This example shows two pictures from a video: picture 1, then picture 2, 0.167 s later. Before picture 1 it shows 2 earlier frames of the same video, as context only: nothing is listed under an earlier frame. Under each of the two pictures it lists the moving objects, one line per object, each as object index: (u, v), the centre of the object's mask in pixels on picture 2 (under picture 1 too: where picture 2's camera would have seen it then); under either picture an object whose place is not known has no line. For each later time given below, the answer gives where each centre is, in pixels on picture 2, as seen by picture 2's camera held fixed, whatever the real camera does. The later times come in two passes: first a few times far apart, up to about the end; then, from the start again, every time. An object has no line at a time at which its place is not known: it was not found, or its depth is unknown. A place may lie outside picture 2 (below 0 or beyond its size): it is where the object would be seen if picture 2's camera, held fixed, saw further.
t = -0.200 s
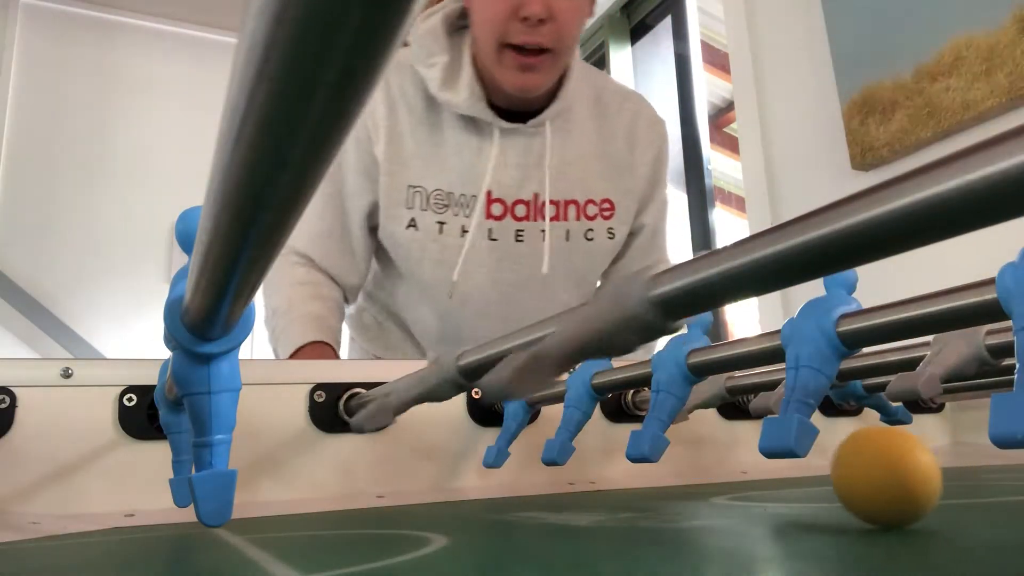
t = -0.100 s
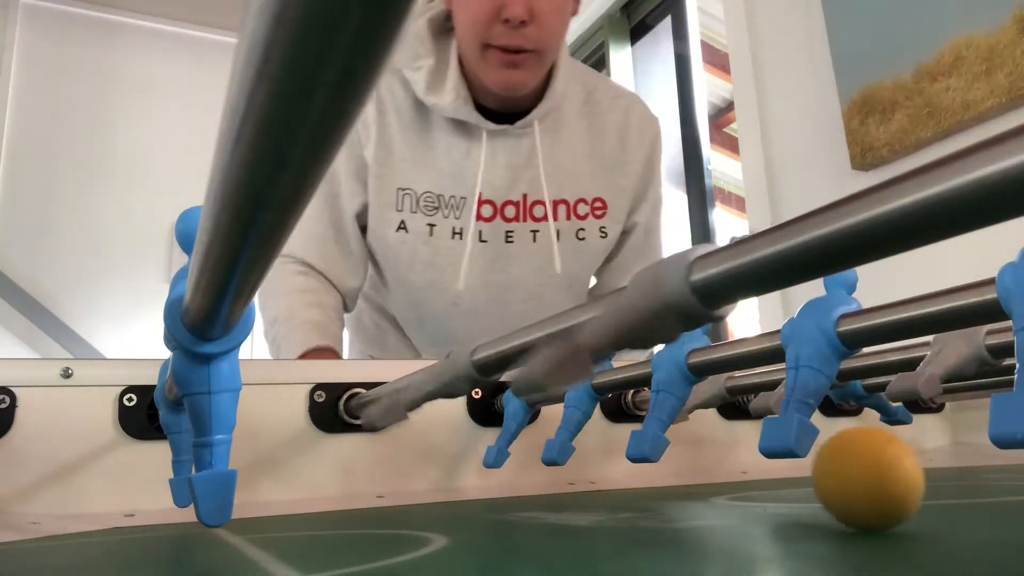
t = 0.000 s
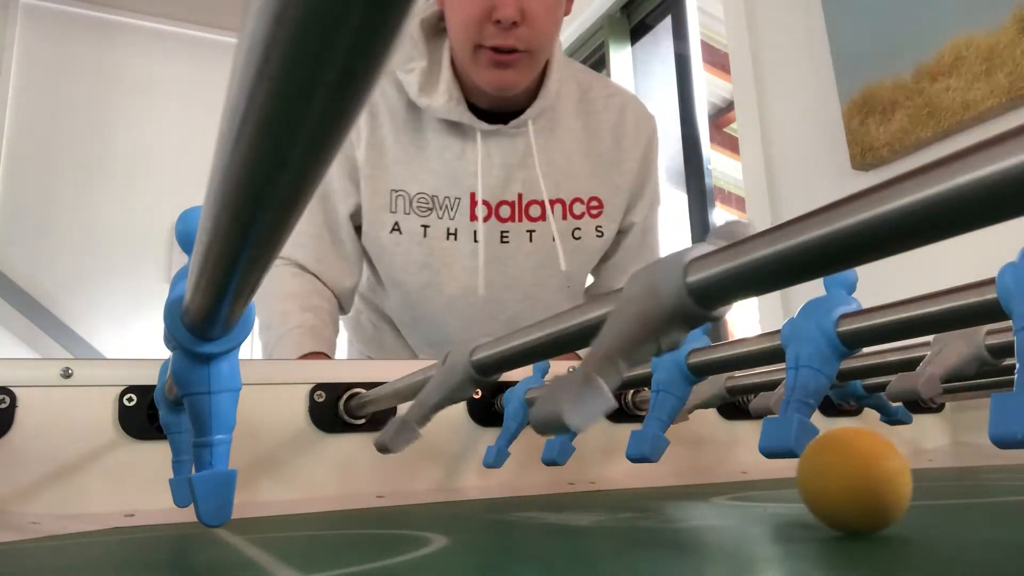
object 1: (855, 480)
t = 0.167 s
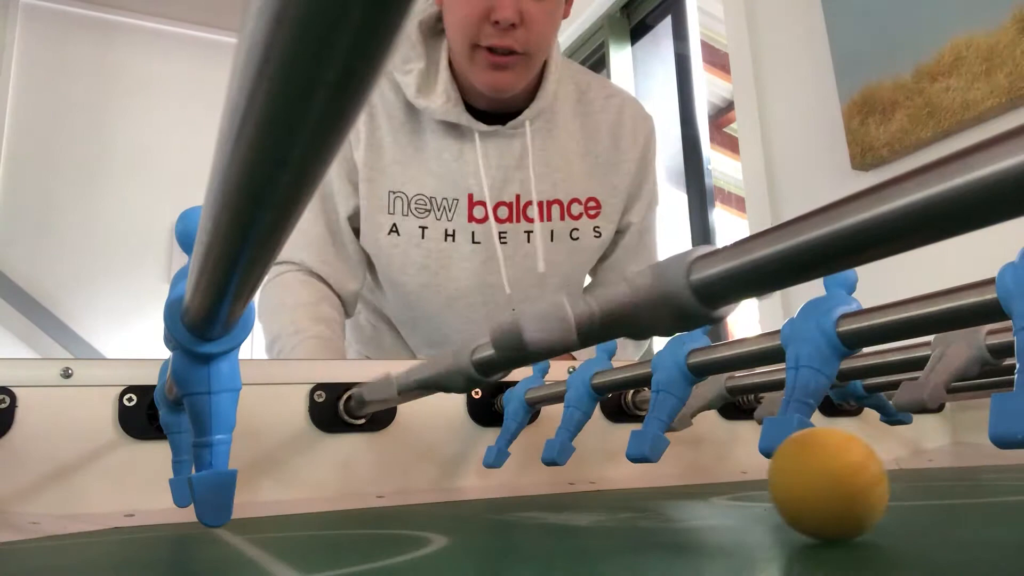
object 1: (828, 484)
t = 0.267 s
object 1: (809, 486)
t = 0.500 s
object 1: (760, 493)
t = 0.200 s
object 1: (822, 484)
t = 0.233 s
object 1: (815, 485)
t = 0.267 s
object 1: (809, 486)
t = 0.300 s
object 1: (804, 487)
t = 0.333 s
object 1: (798, 488)
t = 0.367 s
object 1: (791, 489)
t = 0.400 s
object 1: (784, 490)
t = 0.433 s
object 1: (777, 491)
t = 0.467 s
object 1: (769, 492)
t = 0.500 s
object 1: (760, 493)
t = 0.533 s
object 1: (752, 495)
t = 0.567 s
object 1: (743, 496)
